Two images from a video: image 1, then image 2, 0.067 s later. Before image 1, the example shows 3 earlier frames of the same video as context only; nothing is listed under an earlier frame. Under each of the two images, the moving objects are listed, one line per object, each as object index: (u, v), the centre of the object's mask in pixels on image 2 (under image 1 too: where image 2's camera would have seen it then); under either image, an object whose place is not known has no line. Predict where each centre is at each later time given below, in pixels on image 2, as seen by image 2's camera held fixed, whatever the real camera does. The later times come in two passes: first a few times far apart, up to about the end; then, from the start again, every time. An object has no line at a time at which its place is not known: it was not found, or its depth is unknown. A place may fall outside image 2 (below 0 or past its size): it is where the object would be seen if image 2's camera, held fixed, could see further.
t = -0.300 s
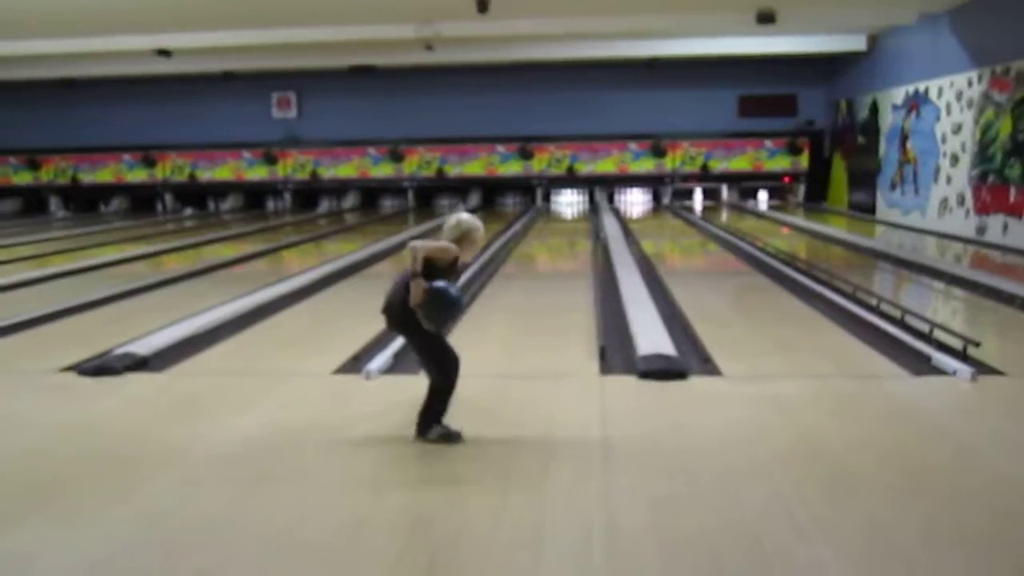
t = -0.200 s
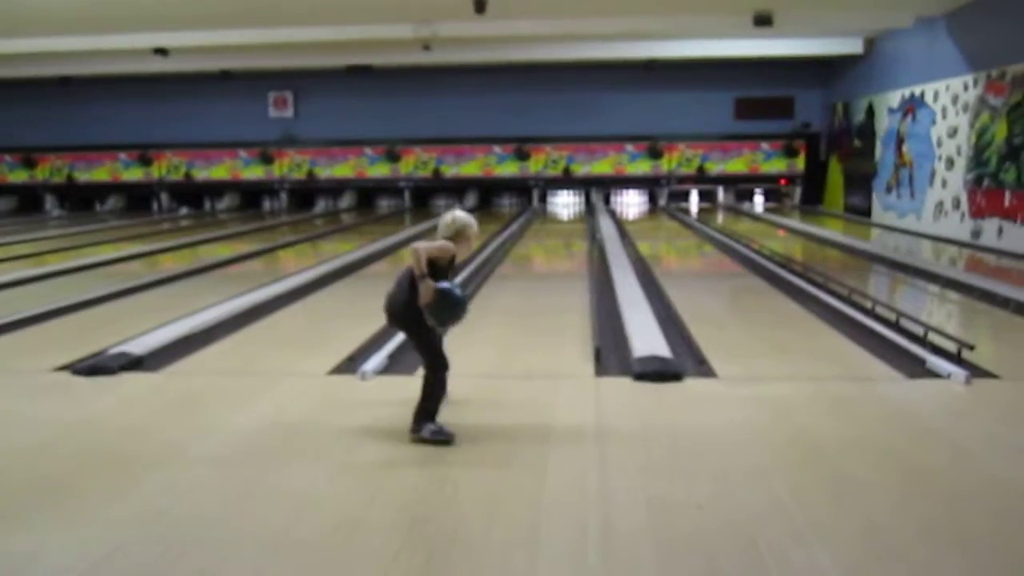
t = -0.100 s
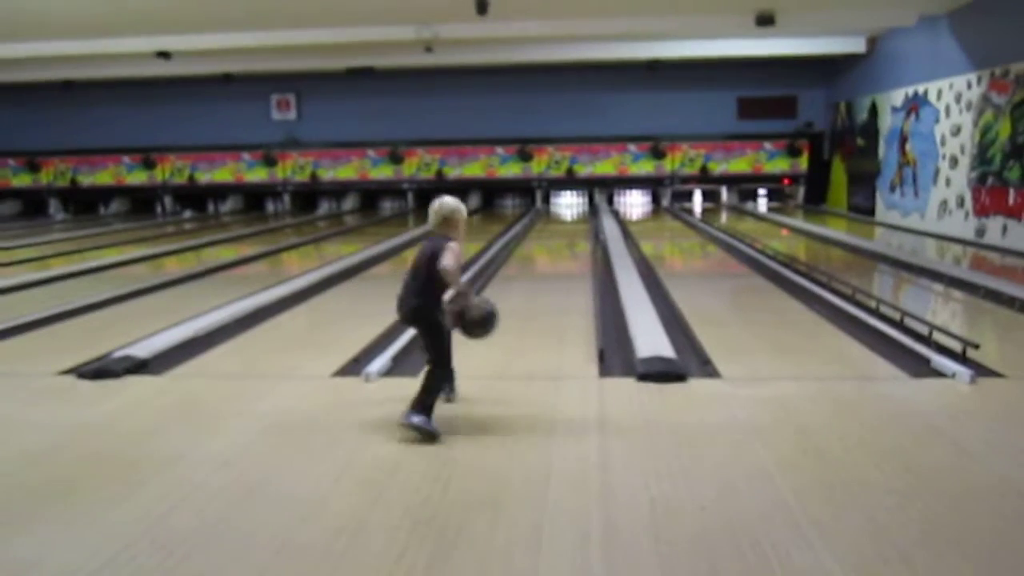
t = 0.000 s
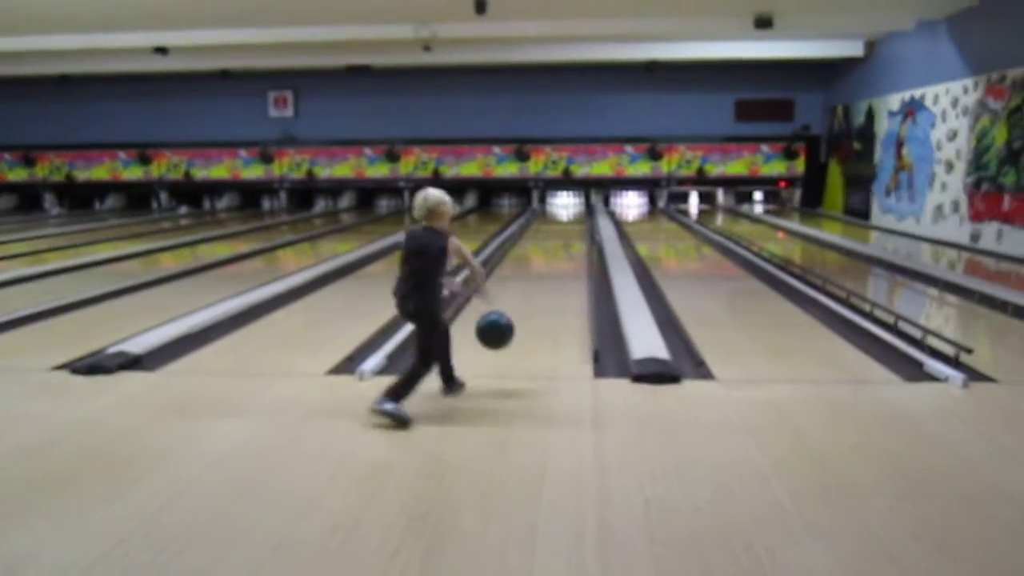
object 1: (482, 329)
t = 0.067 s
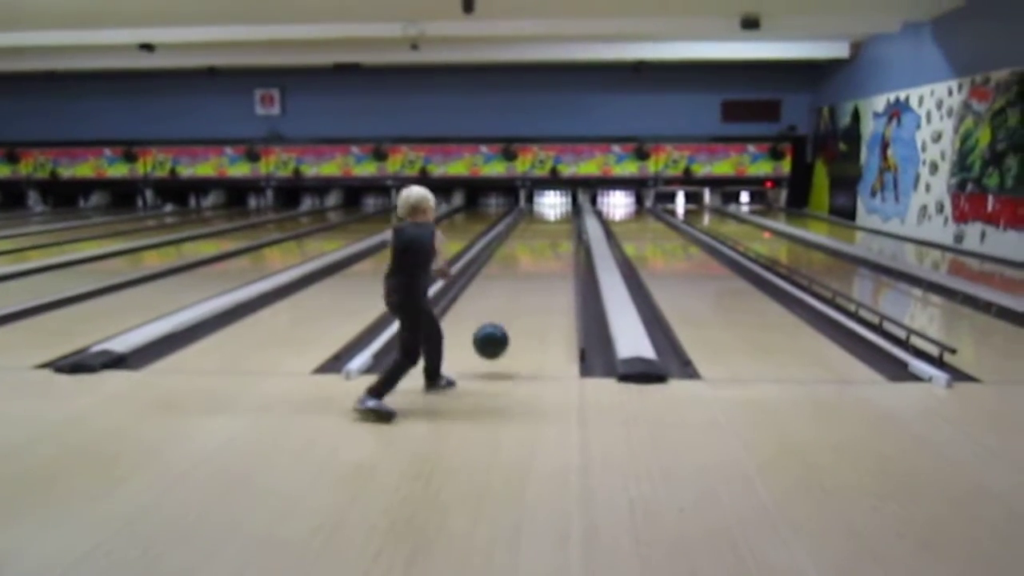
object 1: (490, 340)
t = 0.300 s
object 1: (514, 322)
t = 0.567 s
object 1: (531, 295)
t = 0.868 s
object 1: (544, 274)
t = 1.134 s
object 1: (550, 260)
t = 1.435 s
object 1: (556, 248)
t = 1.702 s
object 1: (557, 240)
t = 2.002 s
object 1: (557, 234)
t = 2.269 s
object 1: (556, 228)
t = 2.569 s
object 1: (554, 223)
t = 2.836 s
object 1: (552, 220)
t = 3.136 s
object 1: (548, 216)
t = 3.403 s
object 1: (543, 213)
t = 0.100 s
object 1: (495, 348)
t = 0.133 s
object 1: (498, 343)
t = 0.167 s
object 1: (502, 337)
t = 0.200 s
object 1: (505, 332)
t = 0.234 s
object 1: (508, 330)
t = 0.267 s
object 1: (511, 326)
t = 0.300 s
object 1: (514, 322)
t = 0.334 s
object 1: (517, 318)
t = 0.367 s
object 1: (519, 314)
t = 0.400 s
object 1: (521, 311)
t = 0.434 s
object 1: (523, 307)
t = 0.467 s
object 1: (525, 304)
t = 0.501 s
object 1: (527, 301)
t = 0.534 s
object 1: (529, 297)
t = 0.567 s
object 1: (531, 295)
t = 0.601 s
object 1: (533, 292)
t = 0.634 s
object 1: (534, 289)
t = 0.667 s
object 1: (536, 287)
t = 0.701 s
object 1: (537, 284)
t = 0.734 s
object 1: (539, 282)
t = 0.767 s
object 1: (540, 280)
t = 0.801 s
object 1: (541, 277)
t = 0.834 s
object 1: (543, 275)
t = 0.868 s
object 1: (544, 274)
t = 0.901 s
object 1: (545, 272)
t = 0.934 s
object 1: (546, 270)
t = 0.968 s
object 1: (547, 268)
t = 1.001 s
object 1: (548, 267)
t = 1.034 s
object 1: (548, 265)
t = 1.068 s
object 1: (549, 264)
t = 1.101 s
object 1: (550, 262)
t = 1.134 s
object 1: (550, 260)
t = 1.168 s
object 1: (552, 259)
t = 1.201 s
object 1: (552, 257)
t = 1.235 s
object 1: (553, 256)
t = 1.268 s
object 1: (553, 254)
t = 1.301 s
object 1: (554, 253)
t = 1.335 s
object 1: (554, 252)
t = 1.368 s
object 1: (555, 250)
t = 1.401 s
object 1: (555, 249)
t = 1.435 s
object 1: (556, 248)
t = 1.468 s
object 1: (556, 247)
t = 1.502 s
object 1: (557, 246)
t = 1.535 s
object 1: (557, 245)
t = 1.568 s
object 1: (557, 244)
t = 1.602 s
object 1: (557, 243)
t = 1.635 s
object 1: (557, 242)
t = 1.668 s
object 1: (557, 241)
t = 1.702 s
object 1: (557, 240)
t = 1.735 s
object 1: (557, 239)
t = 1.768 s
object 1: (557, 239)
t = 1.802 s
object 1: (557, 238)
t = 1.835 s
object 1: (557, 237)
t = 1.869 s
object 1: (557, 236)
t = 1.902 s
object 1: (557, 235)
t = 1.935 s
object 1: (557, 235)
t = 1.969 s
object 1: (557, 234)
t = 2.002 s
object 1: (557, 234)
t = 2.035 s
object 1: (557, 233)
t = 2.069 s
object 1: (557, 232)
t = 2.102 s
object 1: (557, 231)
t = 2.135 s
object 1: (557, 231)
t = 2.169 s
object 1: (557, 230)
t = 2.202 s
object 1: (557, 229)
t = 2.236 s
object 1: (556, 228)
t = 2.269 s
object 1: (556, 228)
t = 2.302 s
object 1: (556, 227)
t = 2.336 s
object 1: (556, 227)
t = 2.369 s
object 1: (556, 227)
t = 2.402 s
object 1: (555, 226)
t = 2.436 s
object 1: (555, 226)
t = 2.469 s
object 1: (555, 225)
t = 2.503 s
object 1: (555, 224)
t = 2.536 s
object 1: (555, 224)
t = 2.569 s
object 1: (554, 223)
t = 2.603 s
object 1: (554, 222)
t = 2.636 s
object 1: (554, 222)
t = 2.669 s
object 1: (553, 222)
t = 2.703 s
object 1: (553, 221)
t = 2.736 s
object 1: (553, 221)
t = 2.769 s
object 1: (552, 221)
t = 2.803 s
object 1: (552, 220)
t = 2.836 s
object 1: (552, 220)
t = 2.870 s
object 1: (552, 219)
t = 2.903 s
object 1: (551, 219)
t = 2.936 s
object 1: (550, 218)
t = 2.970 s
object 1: (550, 218)
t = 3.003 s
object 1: (550, 217)
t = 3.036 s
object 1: (549, 217)
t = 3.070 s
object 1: (549, 216)
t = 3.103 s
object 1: (549, 216)
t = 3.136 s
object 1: (548, 216)
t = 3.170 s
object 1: (548, 216)
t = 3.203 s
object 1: (547, 215)
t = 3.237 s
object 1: (547, 215)
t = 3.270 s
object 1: (546, 215)
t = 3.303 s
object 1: (546, 214)
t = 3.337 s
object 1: (545, 213)
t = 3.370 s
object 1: (544, 213)
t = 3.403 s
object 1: (543, 213)
